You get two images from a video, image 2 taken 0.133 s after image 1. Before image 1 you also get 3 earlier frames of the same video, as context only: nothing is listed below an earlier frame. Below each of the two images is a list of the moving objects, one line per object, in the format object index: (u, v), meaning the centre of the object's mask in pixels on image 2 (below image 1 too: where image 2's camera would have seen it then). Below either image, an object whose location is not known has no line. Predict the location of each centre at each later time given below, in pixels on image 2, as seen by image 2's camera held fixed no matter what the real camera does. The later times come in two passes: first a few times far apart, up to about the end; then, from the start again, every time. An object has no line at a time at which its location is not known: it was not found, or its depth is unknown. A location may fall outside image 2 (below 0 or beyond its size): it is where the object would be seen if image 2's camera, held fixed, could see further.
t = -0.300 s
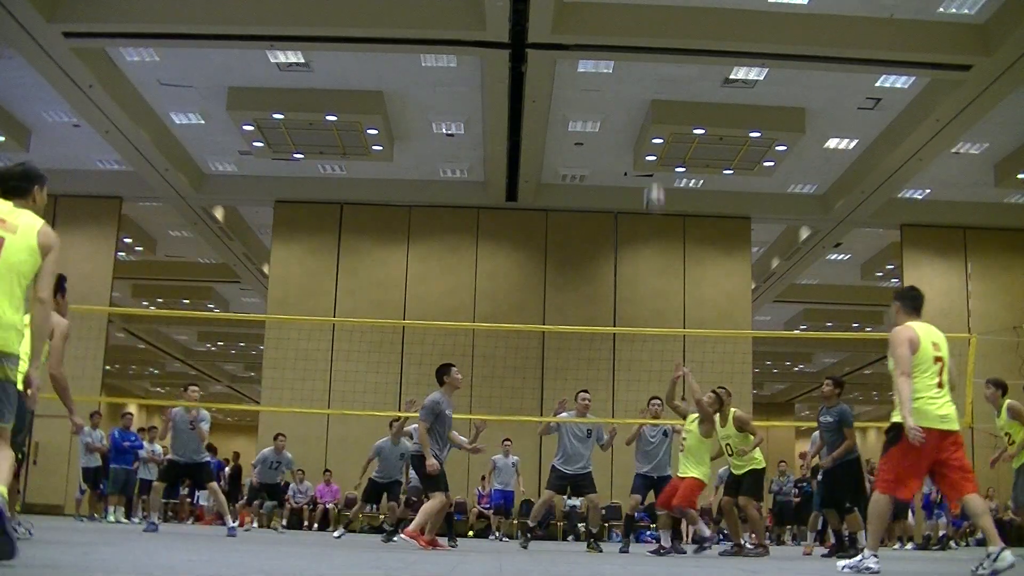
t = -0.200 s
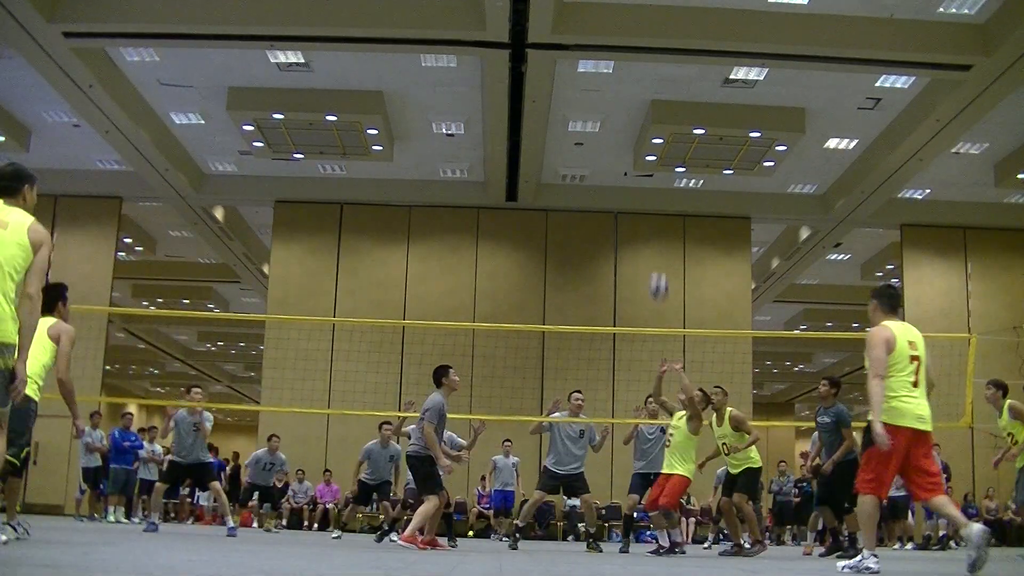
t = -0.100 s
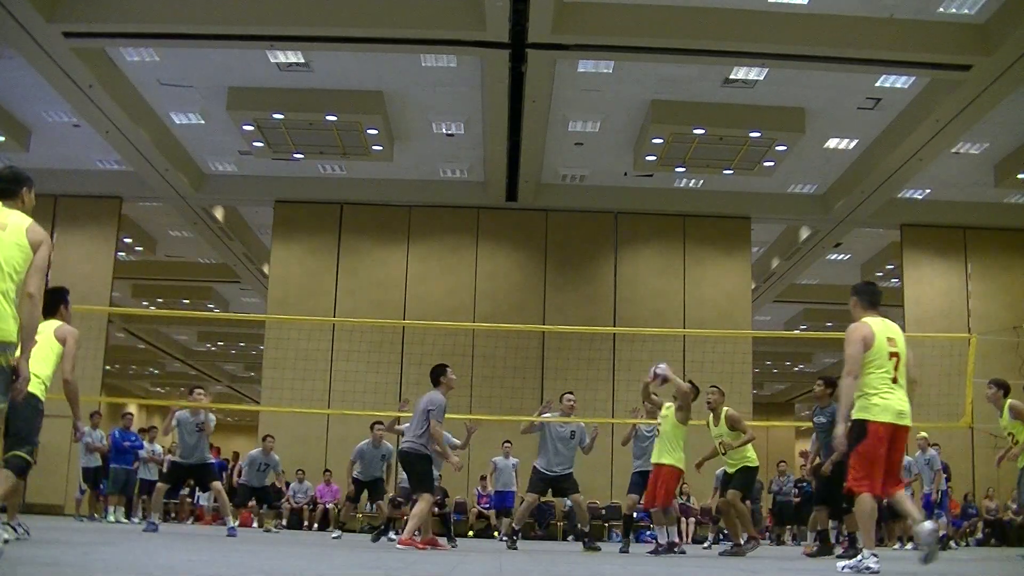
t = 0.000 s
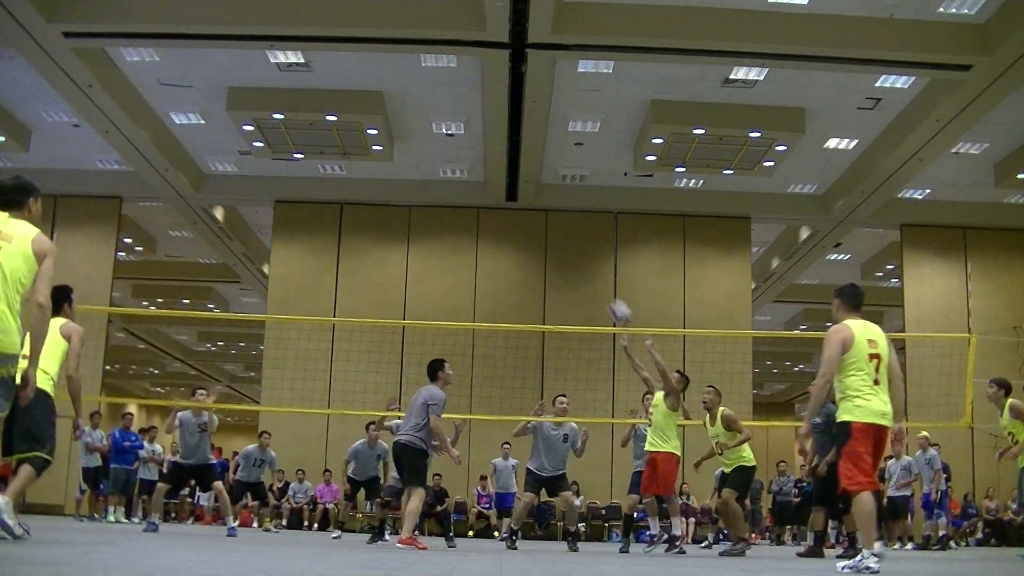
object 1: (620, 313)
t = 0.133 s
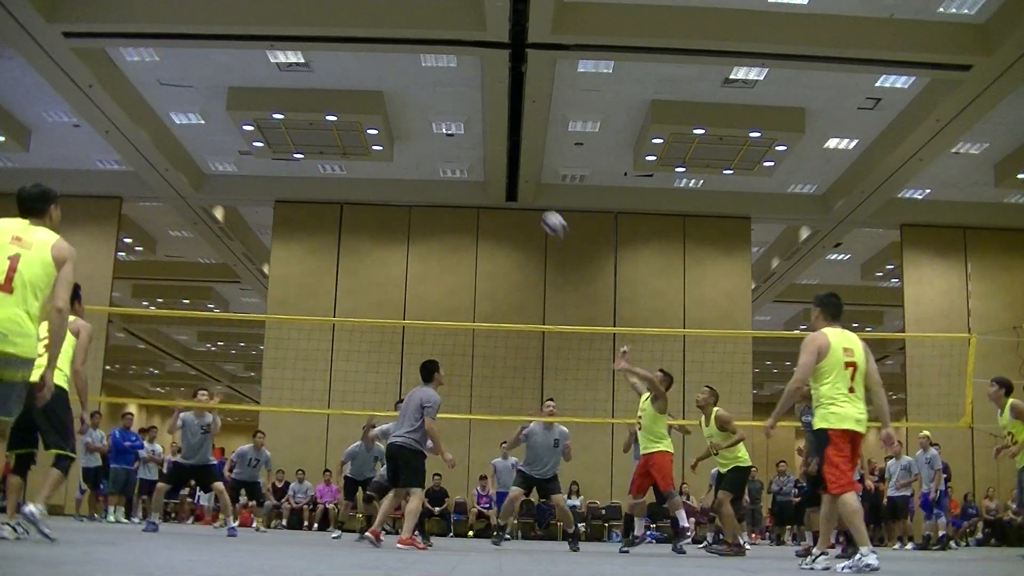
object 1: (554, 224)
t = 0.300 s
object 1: (475, 142)
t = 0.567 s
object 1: (355, 77)
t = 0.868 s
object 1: (225, 84)
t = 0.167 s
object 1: (538, 205)
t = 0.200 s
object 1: (522, 187)
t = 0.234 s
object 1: (506, 171)
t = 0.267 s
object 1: (490, 155)
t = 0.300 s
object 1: (475, 142)
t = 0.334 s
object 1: (459, 129)
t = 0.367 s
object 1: (444, 119)
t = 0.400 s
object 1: (429, 109)
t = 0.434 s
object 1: (413, 100)
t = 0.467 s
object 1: (399, 93)
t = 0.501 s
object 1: (384, 85)
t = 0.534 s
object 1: (369, 82)
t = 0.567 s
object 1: (355, 77)
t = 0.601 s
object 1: (341, 75)
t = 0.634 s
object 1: (326, 72)
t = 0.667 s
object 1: (312, 71)
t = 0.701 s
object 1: (297, 71)
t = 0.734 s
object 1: (283, 72)
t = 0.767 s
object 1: (269, 73)
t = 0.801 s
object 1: (254, 76)
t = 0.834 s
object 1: (239, 79)
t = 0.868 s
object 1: (225, 84)
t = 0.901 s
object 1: (211, 90)
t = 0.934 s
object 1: (197, 96)
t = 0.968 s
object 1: (182, 104)
